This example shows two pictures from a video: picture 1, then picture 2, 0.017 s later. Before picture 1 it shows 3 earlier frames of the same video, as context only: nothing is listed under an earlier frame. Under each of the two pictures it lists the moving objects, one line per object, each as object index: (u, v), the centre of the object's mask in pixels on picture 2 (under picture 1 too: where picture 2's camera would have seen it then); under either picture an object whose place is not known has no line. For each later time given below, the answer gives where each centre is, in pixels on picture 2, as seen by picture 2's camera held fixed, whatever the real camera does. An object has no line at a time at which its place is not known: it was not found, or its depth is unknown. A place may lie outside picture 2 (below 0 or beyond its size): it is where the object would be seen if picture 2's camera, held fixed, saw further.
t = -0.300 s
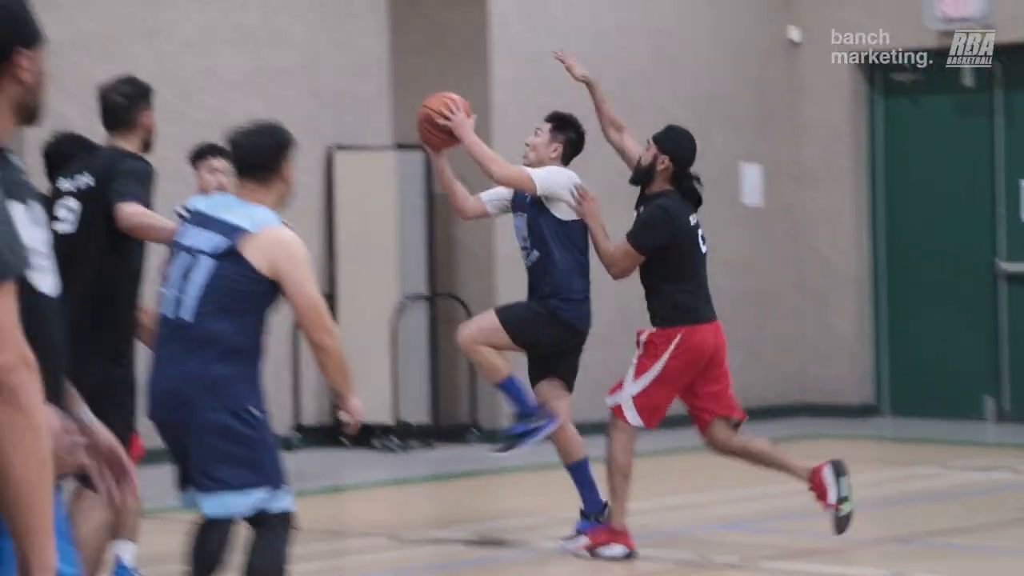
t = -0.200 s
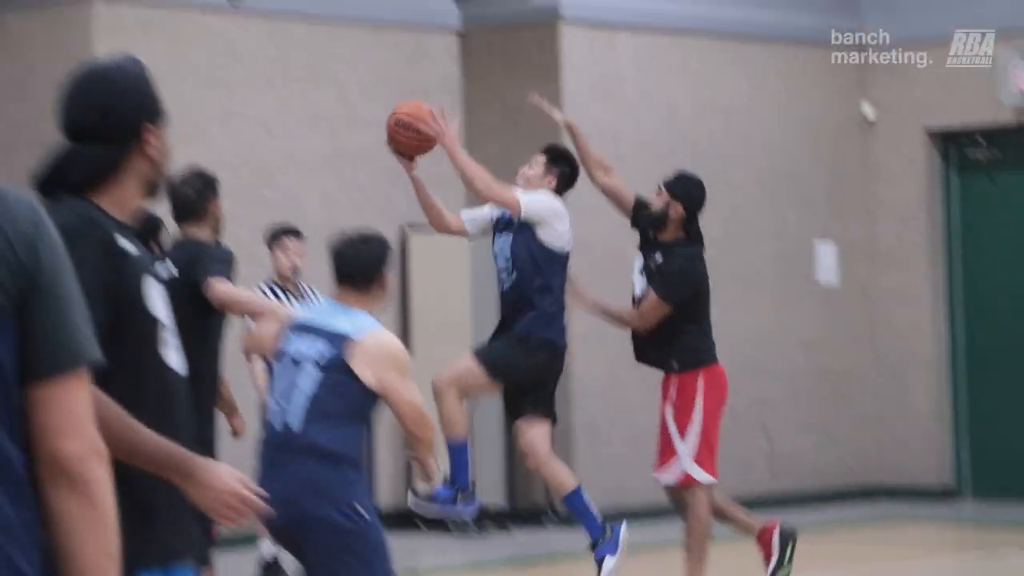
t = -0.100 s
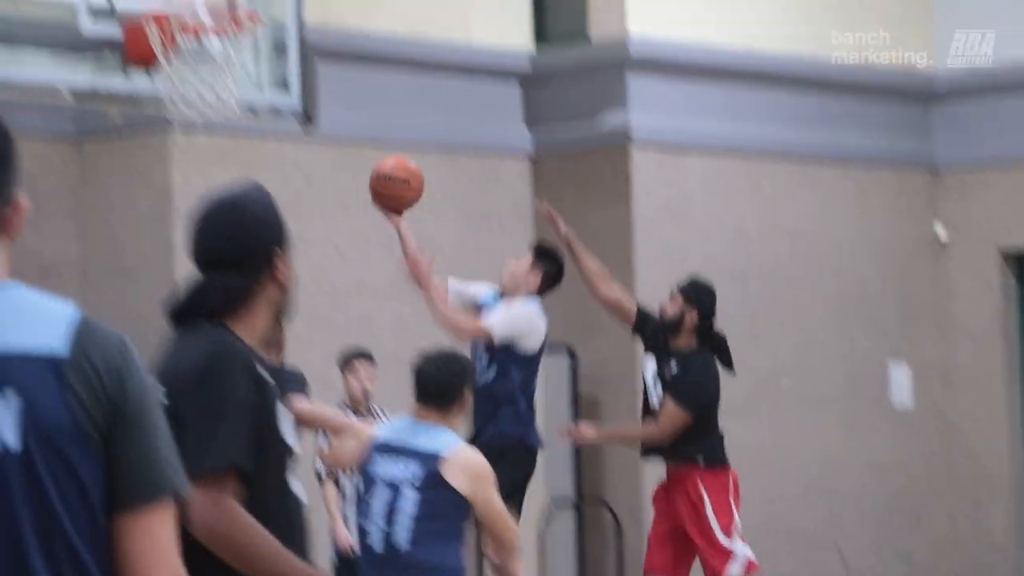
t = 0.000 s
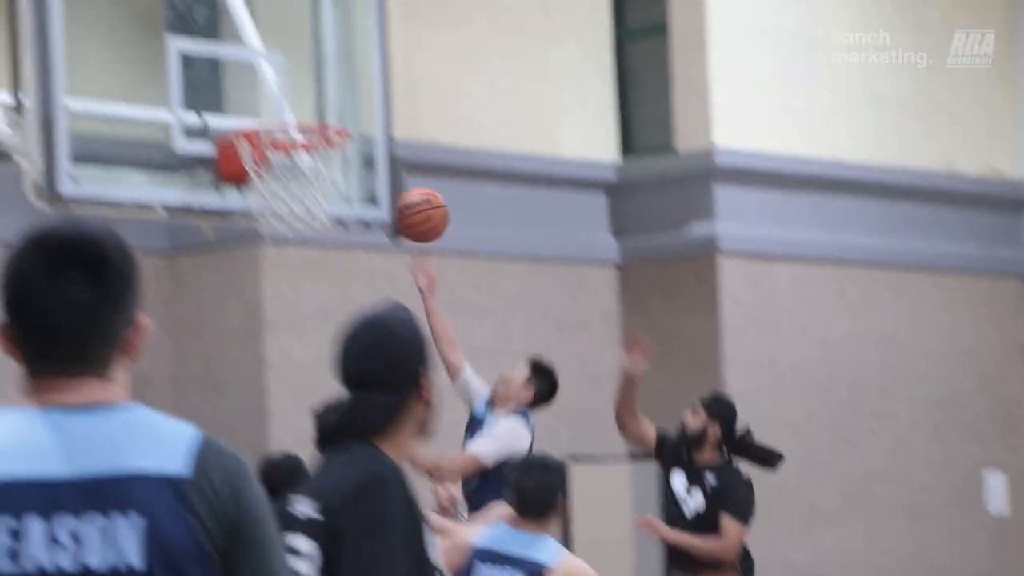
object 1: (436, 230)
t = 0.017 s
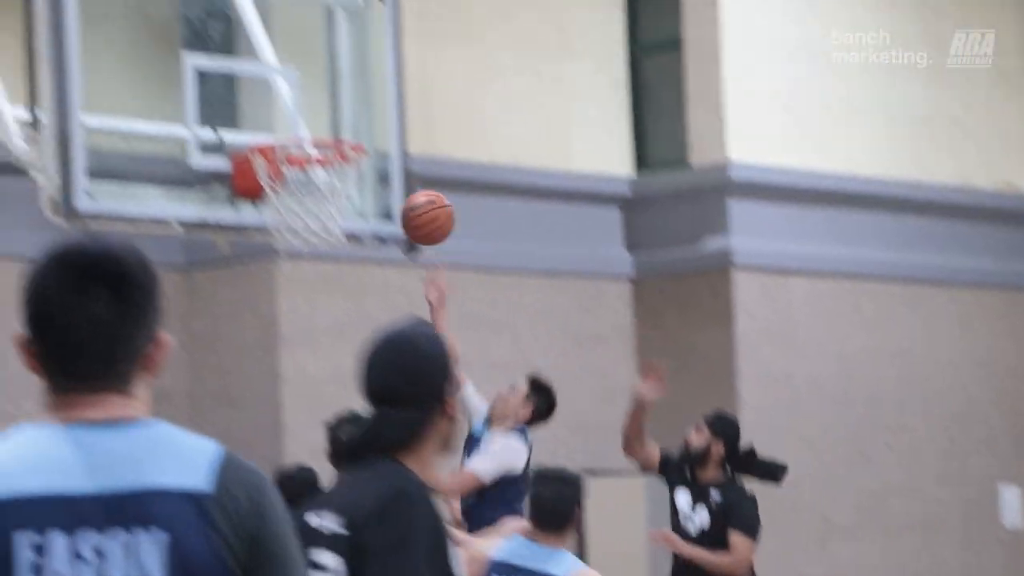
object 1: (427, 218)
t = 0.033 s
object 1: (418, 206)
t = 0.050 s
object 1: (409, 195)
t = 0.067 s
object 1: (400, 185)
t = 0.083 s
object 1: (391, 176)
